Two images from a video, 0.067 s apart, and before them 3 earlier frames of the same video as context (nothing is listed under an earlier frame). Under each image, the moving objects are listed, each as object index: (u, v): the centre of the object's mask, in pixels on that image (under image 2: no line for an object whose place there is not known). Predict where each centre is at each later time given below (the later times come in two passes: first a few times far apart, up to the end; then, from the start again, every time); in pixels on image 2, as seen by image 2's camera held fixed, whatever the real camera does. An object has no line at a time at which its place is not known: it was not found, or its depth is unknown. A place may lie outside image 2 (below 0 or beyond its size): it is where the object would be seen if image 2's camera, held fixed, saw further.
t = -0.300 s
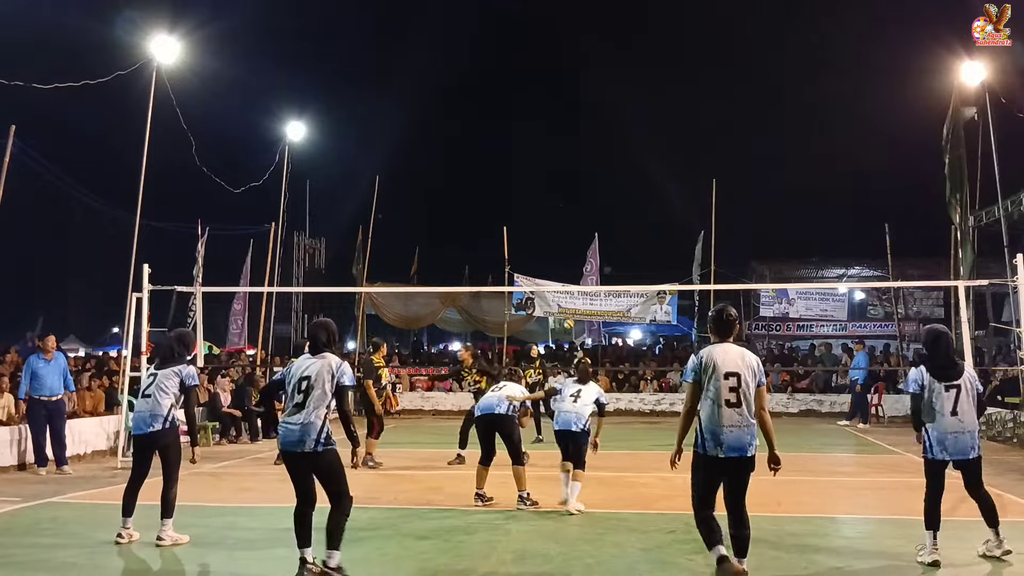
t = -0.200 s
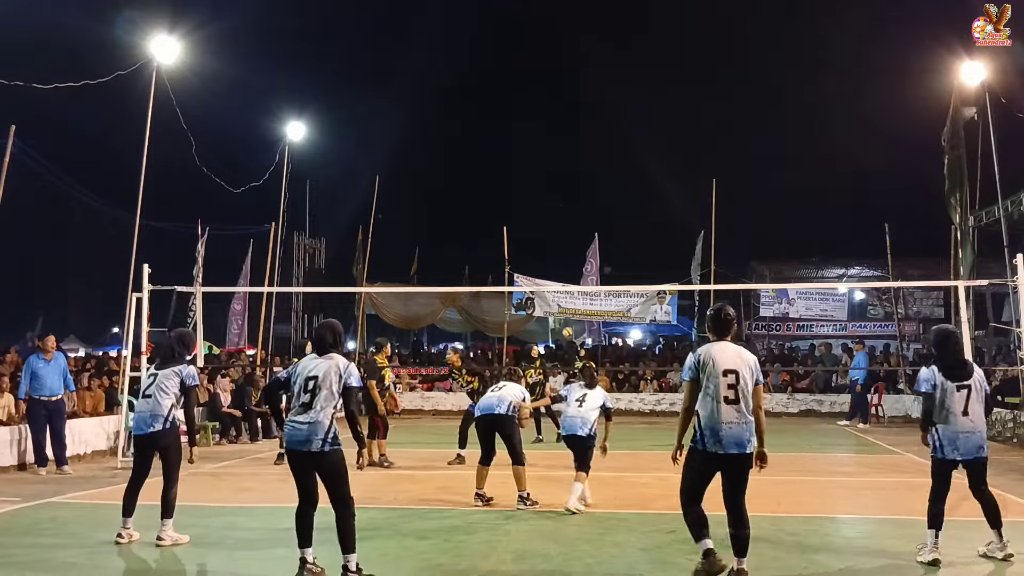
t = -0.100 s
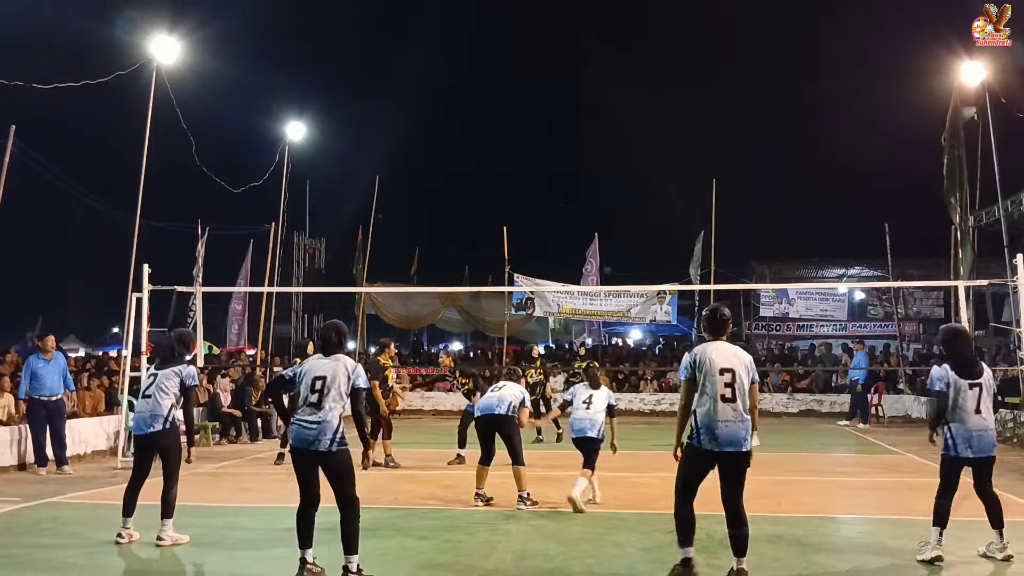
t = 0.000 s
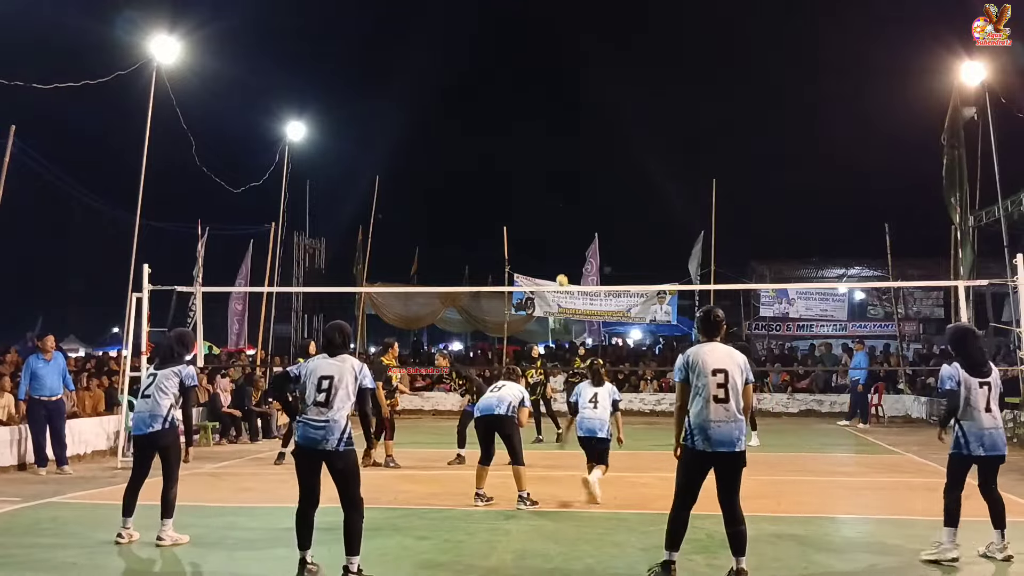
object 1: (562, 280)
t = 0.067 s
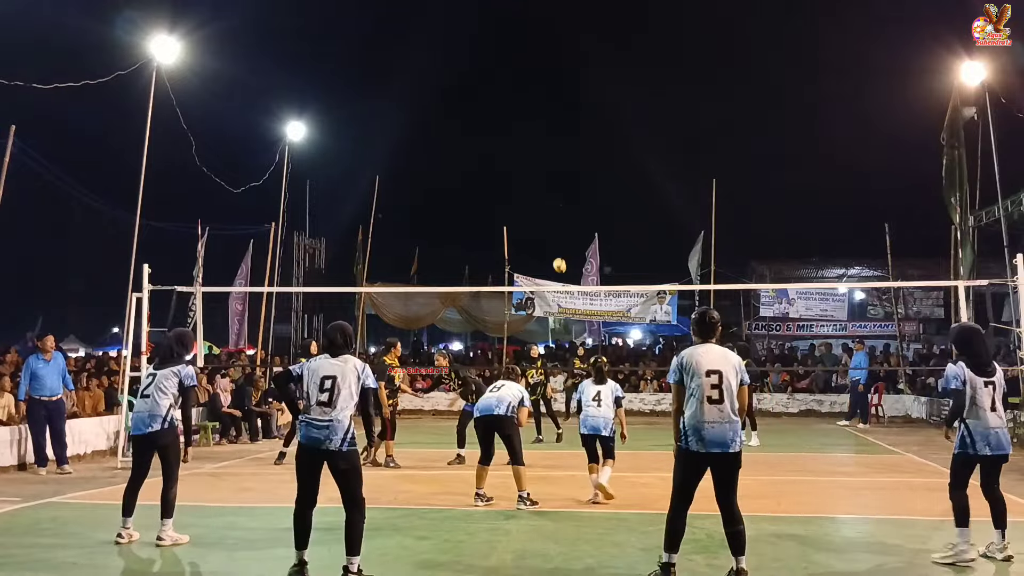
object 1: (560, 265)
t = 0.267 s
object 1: (552, 225)
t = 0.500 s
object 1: (547, 191)
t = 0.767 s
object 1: (549, 209)
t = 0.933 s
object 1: (557, 290)
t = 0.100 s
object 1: (558, 258)
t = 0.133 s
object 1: (557, 251)
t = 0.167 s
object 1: (555, 244)
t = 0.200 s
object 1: (554, 237)
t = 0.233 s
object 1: (553, 231)
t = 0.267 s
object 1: (552, 225)
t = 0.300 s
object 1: (550, 219)
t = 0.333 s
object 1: (549, 213)
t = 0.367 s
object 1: (549, 208)
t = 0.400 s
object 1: (548, 203)
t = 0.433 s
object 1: (547, 198)
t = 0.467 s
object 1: (547, 194)
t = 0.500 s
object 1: (547, 191)
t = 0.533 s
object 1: (547, 189)
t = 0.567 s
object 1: (547, 188)
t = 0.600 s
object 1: (547, 187)
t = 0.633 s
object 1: (547, 189)
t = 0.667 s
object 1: (547, 191)
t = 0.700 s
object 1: (547, 195)
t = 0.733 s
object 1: (548, 201)
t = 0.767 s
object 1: (549, 209)
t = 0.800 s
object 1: (551, 219)
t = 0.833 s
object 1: (552, 231)
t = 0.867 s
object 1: (554, 248)
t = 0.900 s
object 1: (556, 265)
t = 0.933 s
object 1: (557, 290)
